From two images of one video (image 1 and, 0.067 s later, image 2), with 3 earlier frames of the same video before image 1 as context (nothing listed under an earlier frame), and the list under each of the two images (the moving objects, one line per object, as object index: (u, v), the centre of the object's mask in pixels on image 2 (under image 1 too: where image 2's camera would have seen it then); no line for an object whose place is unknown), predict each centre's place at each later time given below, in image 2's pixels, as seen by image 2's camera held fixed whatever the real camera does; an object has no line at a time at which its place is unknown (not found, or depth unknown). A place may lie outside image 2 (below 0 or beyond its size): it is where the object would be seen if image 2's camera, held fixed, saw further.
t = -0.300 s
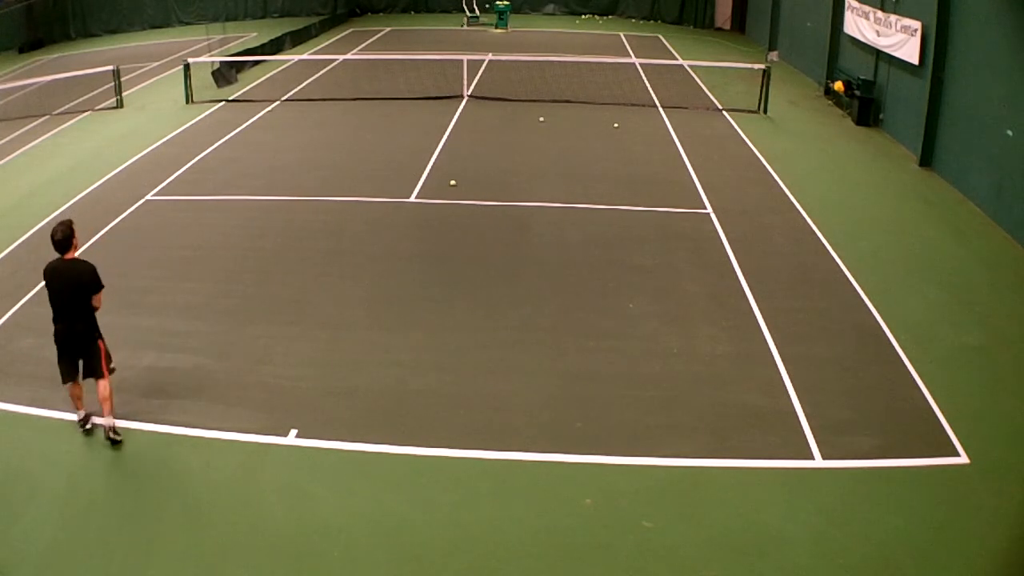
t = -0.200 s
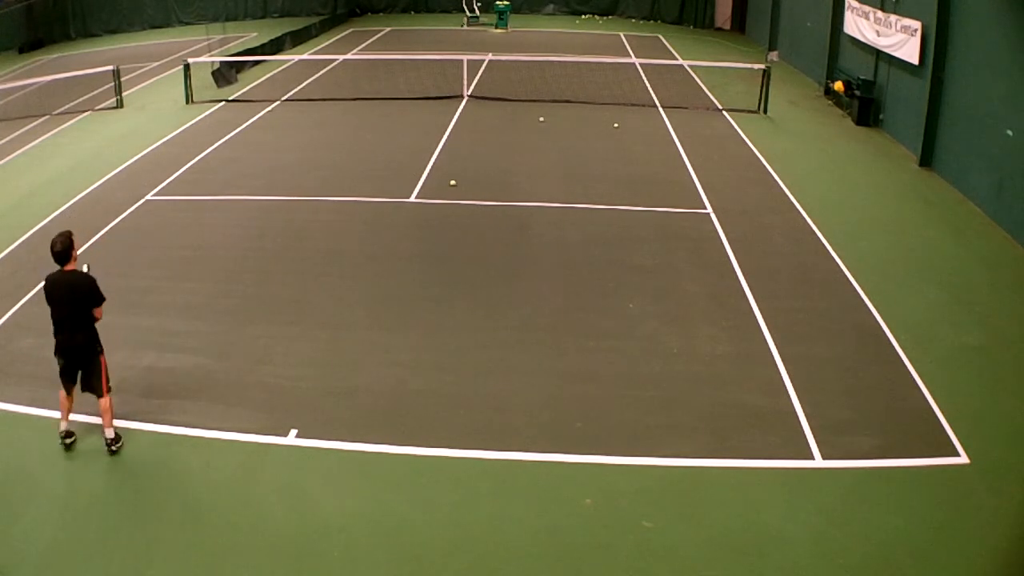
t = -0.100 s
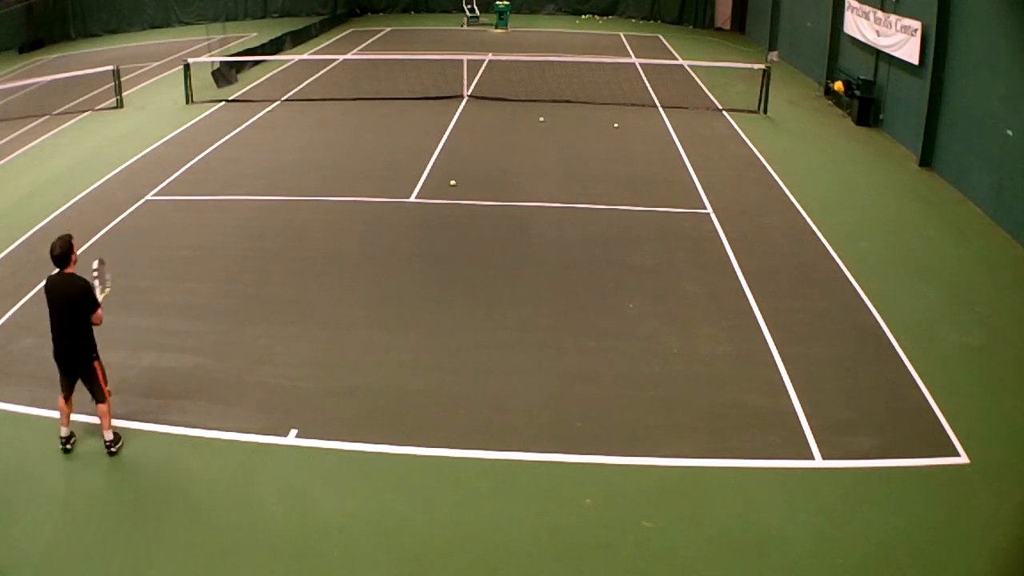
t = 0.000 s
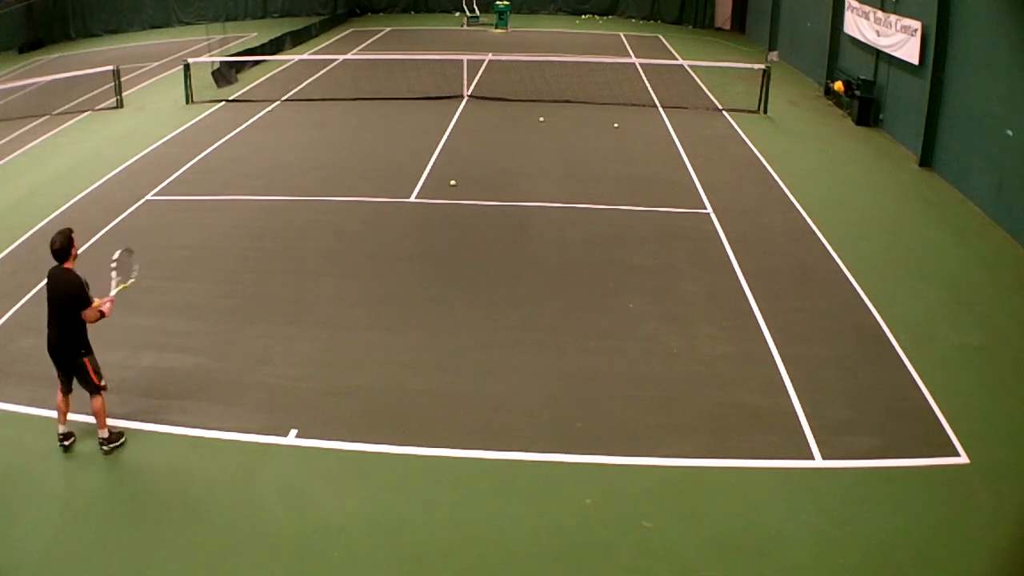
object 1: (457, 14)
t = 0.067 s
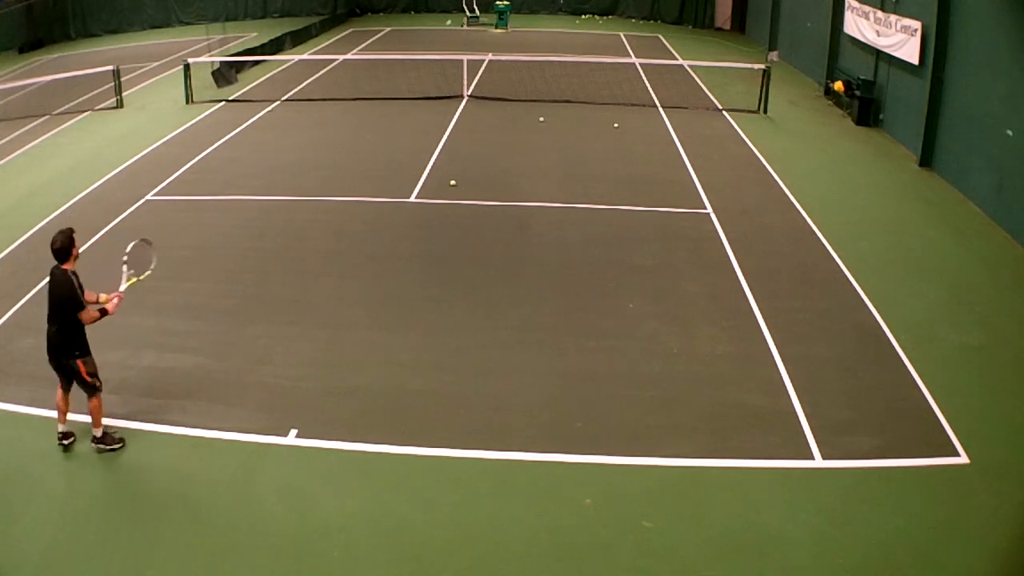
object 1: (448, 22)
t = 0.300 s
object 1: (407, 84)
